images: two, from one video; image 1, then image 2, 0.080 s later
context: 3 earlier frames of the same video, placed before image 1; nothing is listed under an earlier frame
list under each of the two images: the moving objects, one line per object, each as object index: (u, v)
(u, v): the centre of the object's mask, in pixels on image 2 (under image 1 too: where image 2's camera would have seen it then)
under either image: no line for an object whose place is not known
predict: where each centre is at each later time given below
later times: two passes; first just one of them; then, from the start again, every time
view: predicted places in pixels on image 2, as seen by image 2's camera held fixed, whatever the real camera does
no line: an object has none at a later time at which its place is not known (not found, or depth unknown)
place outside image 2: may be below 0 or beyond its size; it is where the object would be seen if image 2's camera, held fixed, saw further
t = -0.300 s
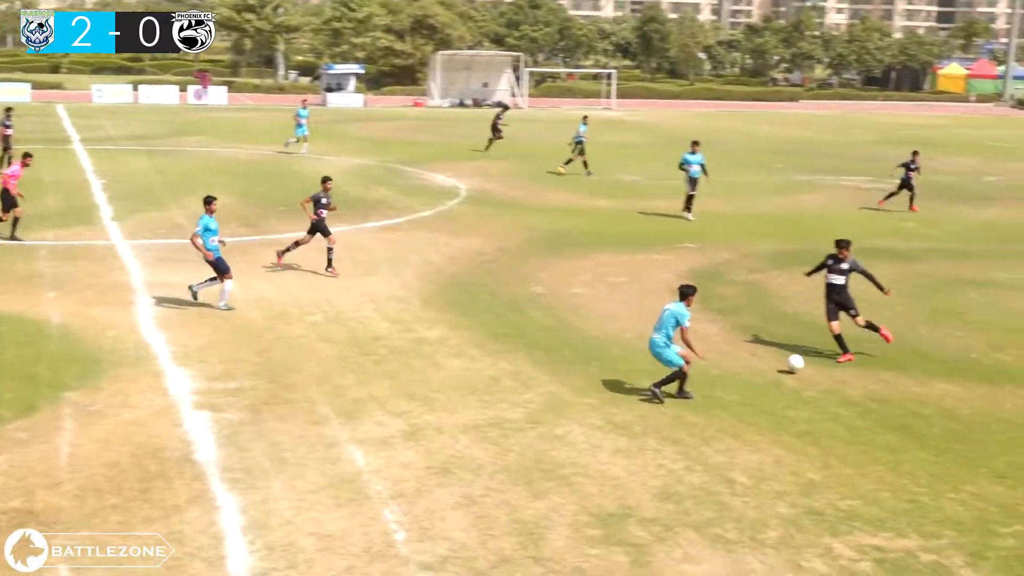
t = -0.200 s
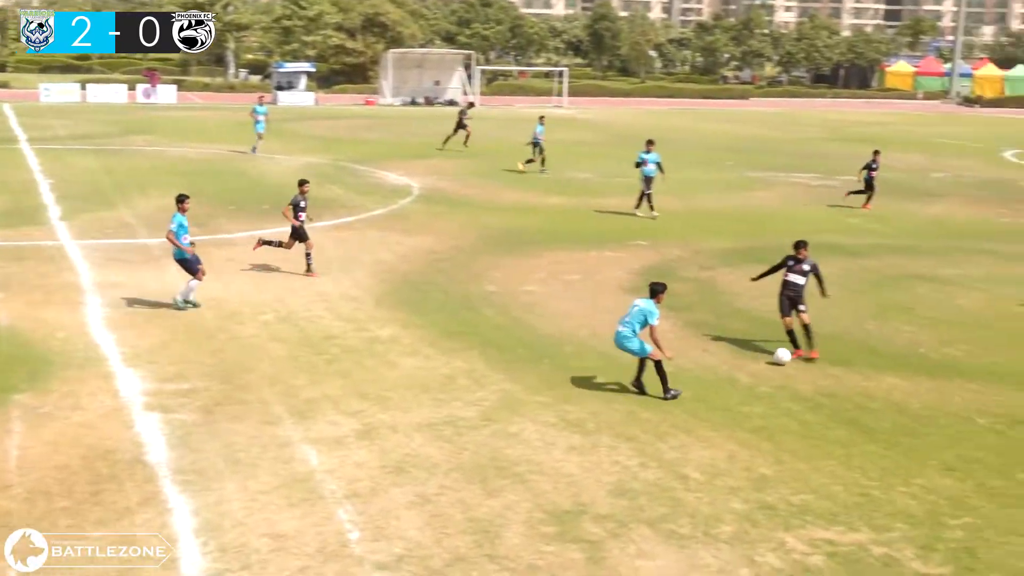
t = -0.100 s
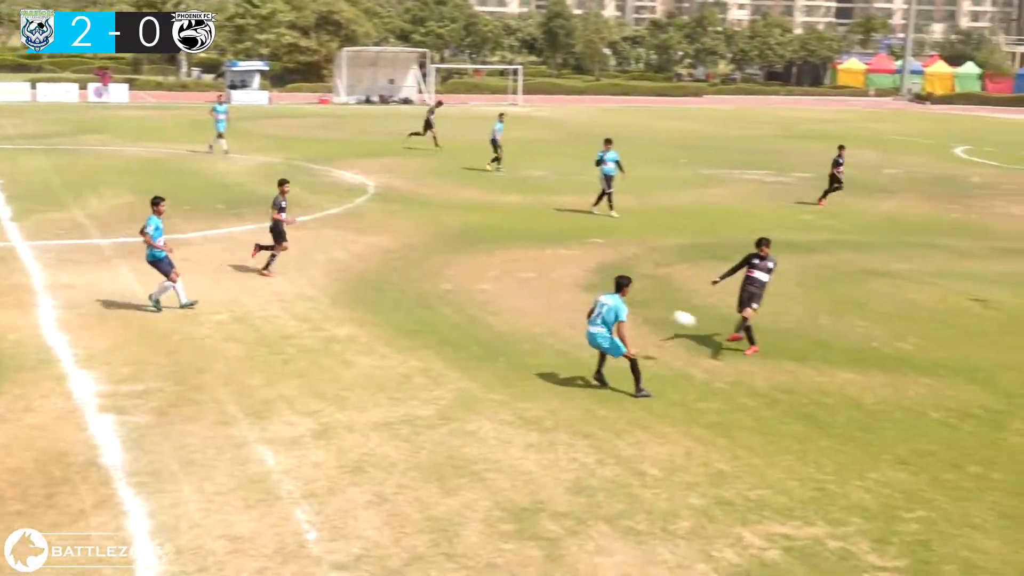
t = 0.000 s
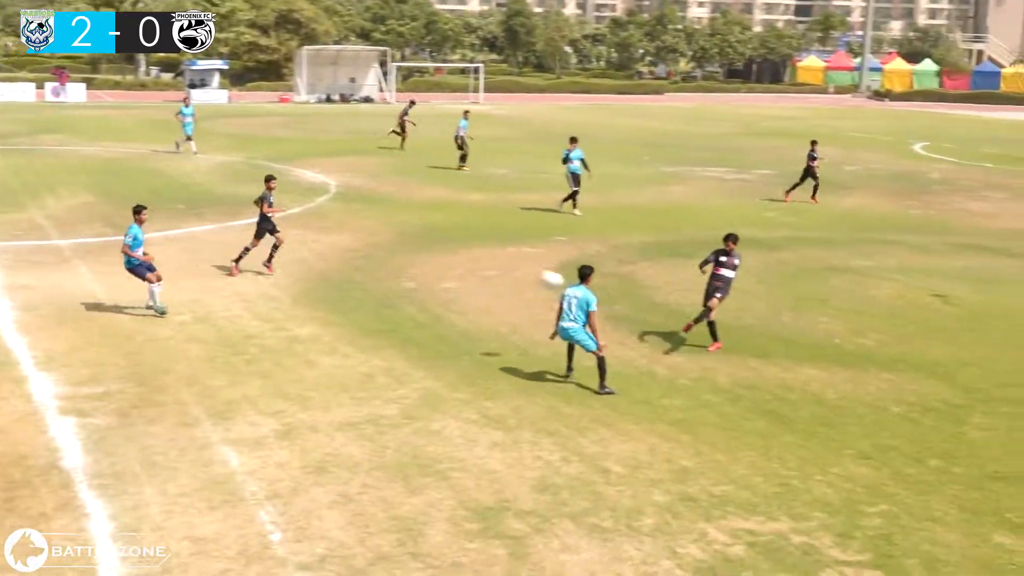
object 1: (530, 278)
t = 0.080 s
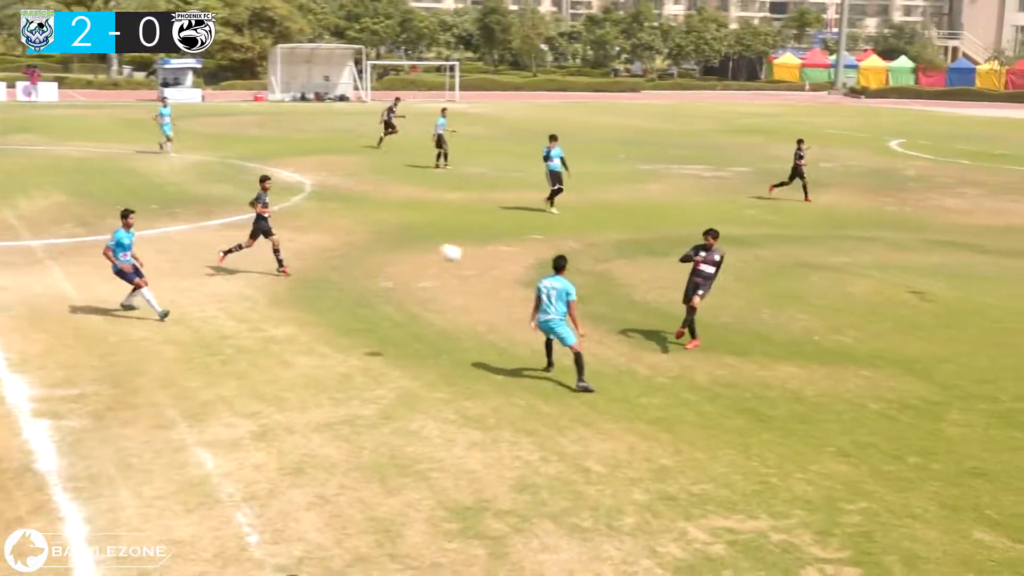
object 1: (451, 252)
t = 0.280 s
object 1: (241, 206)
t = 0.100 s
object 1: (430, 246)
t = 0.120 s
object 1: (410, 240)
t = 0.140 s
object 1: (389, 236)
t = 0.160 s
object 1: (369, 231)
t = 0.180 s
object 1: (347, 224)
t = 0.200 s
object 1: (327, 220)
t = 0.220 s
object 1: (305, 216)
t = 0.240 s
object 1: (284, 213)
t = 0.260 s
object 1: (263, 209)
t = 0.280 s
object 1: (241, 206)
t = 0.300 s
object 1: (219, 201)
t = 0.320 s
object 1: (197, 199)
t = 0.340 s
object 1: (176, 197)
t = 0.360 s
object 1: (154, 195)
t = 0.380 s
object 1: (133, 193)
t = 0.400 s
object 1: (111, 191)
